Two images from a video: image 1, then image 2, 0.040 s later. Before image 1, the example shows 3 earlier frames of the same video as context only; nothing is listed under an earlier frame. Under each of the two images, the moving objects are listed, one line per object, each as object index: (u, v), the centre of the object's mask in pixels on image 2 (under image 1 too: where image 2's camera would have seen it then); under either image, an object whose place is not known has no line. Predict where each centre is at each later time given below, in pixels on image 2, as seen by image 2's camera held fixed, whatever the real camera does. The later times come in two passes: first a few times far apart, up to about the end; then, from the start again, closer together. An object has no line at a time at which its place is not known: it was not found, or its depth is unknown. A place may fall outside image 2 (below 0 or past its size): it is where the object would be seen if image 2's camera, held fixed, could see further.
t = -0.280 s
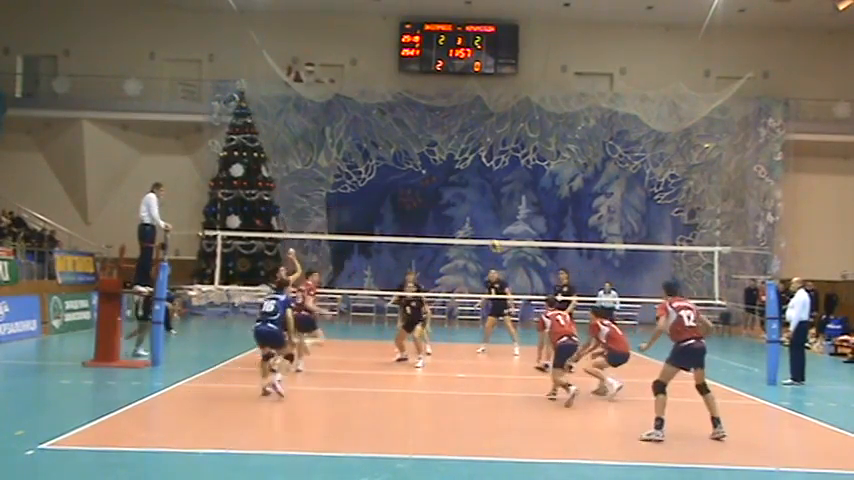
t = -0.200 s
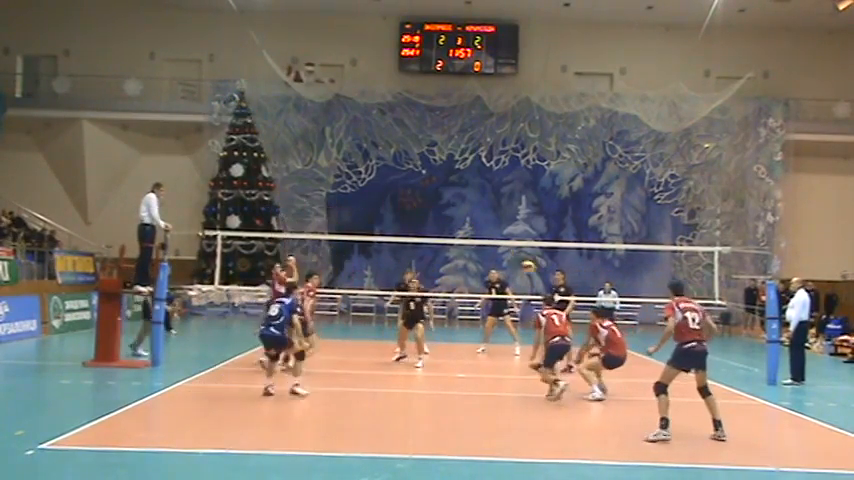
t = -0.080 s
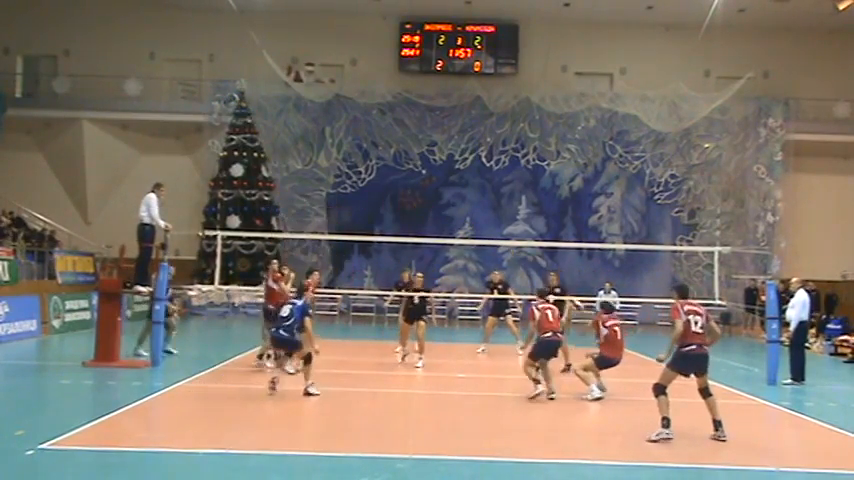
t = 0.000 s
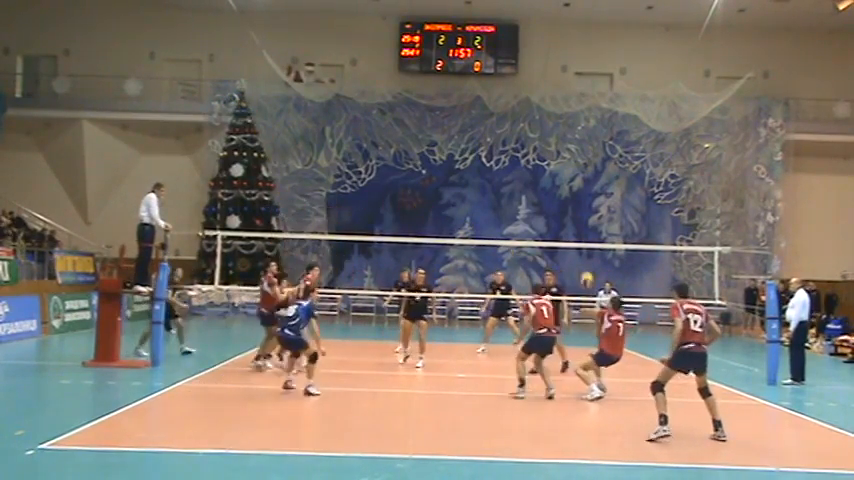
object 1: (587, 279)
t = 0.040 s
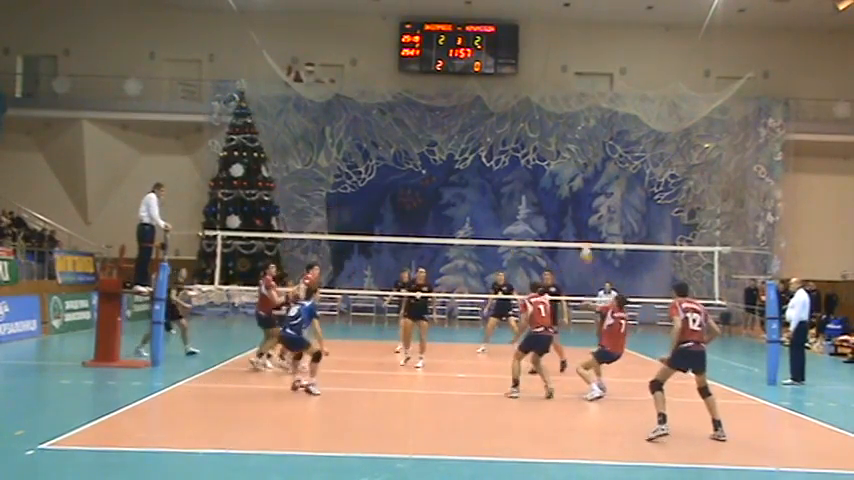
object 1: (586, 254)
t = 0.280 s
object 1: (582, 129)
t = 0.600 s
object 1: (578, 19)
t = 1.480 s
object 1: (558, 47)
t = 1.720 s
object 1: (550, 142)
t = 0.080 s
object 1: (585, 231)
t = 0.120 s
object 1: (584, 207)
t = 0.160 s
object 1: (583, 185)
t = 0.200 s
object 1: (584, 167)
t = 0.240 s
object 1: (583, 148)
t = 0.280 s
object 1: (582, 129)
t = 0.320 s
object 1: (582, 113)
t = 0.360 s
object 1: (581, 94)
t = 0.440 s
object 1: (580, 66)
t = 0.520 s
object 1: (579, 40)
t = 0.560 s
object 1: (577, 29)
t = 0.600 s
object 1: (578, 19)
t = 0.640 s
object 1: (576, 9)
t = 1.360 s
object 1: (562, 15)
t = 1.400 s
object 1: (560, 24)
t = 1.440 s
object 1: (559, 36)
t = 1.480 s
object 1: (558, 47)
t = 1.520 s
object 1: (556, 61)
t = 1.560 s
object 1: (555, 74)
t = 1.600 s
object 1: (553, 89)
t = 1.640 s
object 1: (553, 106)
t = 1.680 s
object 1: (551, 123)
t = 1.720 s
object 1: (550, 142)
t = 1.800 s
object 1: (546, 180)
